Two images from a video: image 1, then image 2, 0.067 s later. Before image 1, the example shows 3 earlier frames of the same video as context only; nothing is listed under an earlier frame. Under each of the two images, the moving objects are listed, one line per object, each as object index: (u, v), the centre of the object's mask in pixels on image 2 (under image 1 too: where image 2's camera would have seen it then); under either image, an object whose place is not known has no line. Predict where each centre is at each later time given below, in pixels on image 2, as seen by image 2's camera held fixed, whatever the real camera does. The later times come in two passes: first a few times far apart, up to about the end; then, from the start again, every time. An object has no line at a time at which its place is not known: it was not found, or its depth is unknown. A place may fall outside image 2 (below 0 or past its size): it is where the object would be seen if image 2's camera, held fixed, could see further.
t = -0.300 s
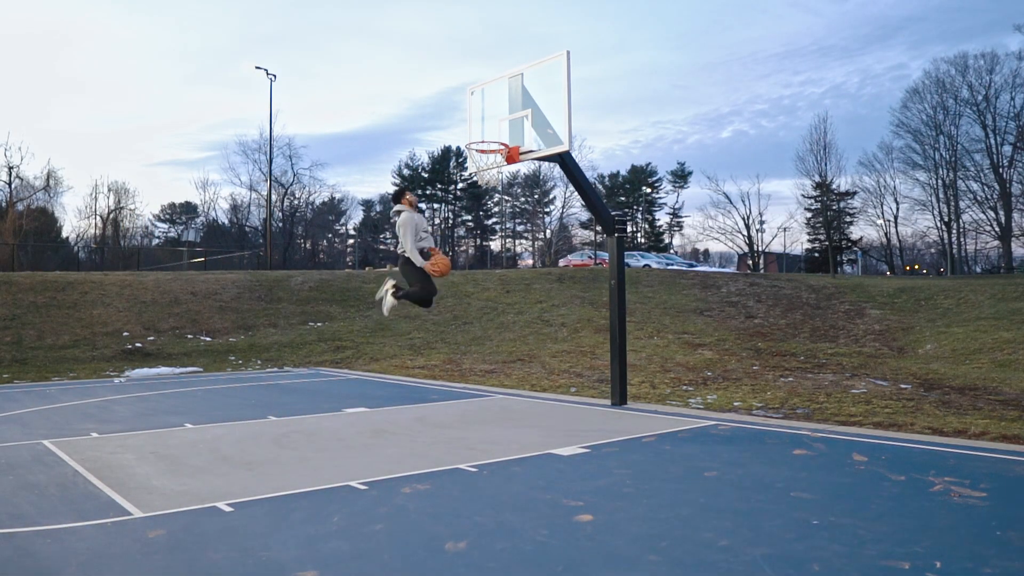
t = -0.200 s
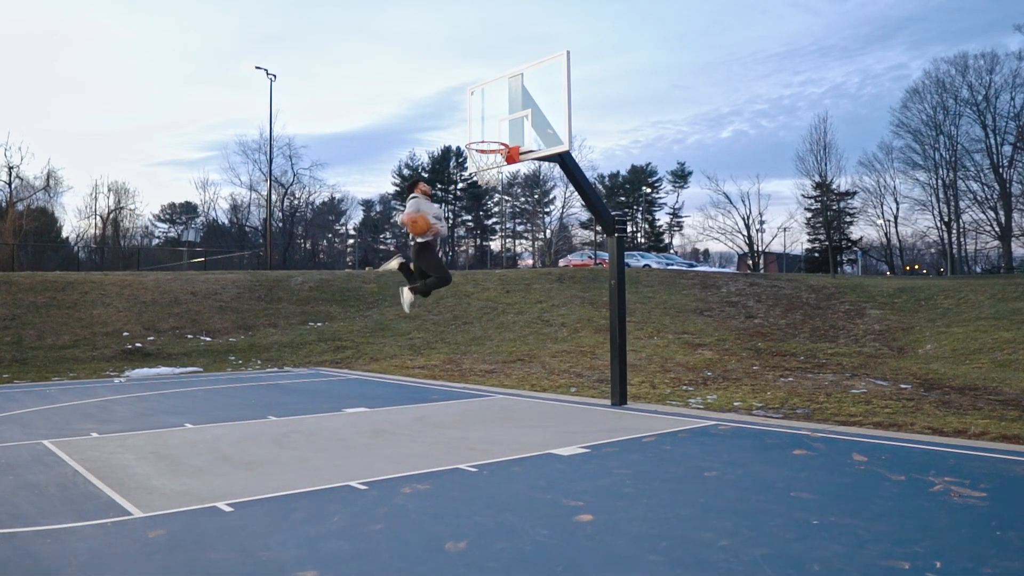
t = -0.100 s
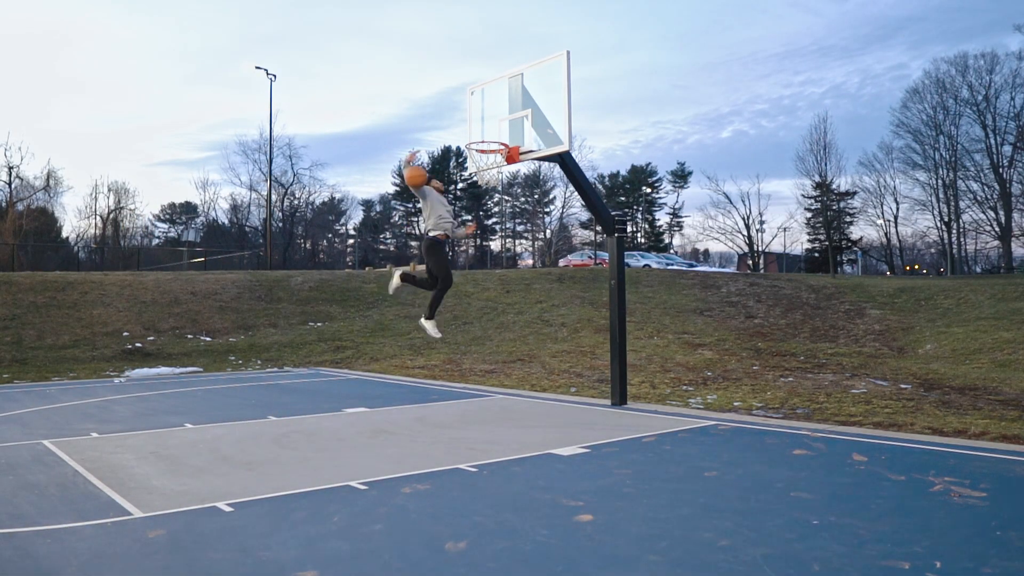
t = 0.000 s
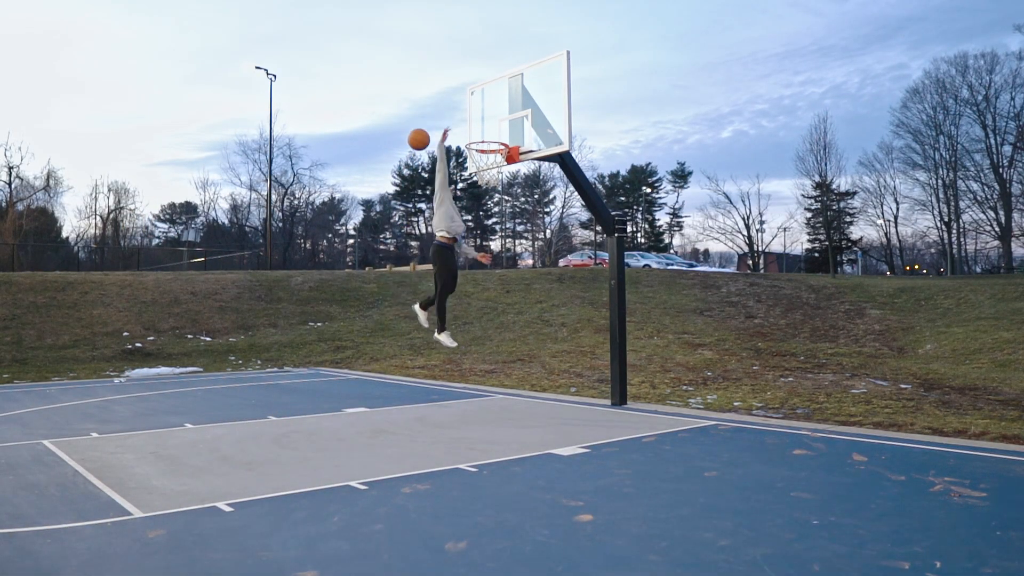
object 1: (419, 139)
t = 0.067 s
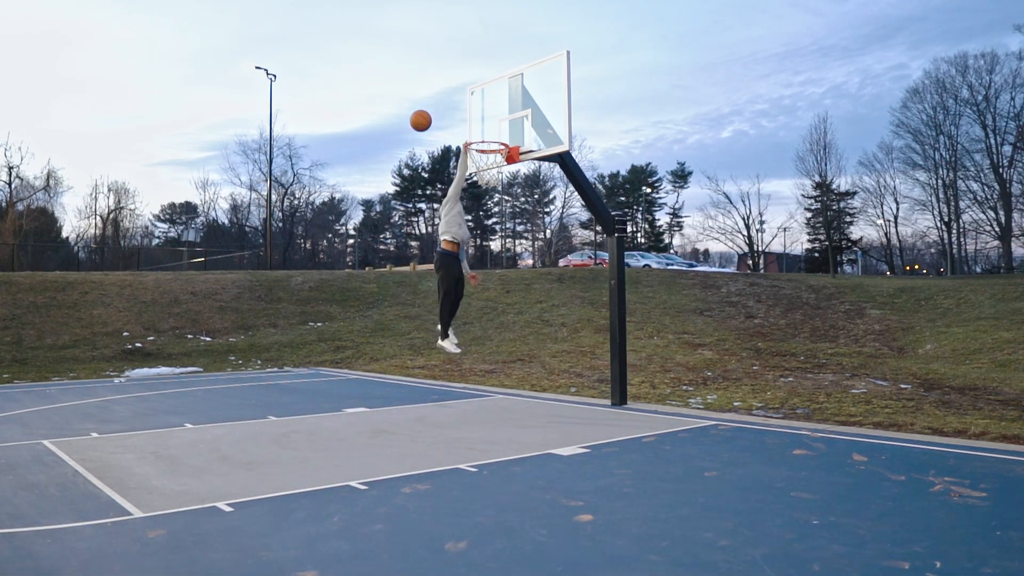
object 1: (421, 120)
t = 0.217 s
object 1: (425, 93)
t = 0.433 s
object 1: (430, 90)
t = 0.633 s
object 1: (435, 121)
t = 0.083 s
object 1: (421, 116)
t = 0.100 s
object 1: (421, 113)
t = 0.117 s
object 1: (422, 109)
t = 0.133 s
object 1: (422, 106)
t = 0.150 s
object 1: (423, 103)
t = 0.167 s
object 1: (423, 100)
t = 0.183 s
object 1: (424, 97)
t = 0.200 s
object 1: (424, 95)
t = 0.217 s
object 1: (425, 93)
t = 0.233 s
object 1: (425, 91)
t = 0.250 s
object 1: (426, 90)
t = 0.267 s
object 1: (426, 89)
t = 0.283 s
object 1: (427, 87)
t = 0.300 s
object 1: (427, 87)
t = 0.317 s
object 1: (428, 86)
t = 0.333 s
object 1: (428, 86)
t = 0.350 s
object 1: (428, 86)
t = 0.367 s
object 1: (429, 86)
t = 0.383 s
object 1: (429, 87)
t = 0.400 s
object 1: (430, 87)
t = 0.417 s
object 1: (430, 88)
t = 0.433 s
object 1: (430, 90)
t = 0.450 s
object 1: (431, 91)
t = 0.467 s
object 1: (431, 92)
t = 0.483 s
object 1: (432, 94)
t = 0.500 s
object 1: (432, 96)
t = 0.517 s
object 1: (433, 98)
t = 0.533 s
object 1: (433, 101)
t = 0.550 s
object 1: (433, 104)
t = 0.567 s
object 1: (434, 107)
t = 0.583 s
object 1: (434, 110)
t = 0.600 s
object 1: (435, 113)
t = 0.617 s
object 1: (435, 117)
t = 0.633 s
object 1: (435, 121)
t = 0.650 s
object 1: (436, 125)
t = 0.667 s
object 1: (436, 129)
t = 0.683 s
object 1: (436, 134)
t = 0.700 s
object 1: (437, 138)
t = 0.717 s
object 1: (437, 143)
